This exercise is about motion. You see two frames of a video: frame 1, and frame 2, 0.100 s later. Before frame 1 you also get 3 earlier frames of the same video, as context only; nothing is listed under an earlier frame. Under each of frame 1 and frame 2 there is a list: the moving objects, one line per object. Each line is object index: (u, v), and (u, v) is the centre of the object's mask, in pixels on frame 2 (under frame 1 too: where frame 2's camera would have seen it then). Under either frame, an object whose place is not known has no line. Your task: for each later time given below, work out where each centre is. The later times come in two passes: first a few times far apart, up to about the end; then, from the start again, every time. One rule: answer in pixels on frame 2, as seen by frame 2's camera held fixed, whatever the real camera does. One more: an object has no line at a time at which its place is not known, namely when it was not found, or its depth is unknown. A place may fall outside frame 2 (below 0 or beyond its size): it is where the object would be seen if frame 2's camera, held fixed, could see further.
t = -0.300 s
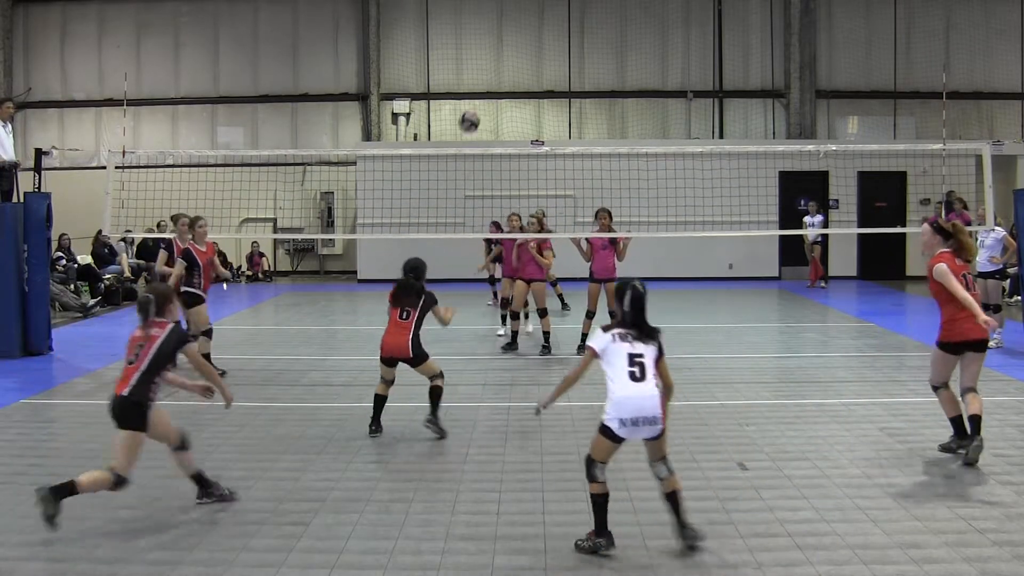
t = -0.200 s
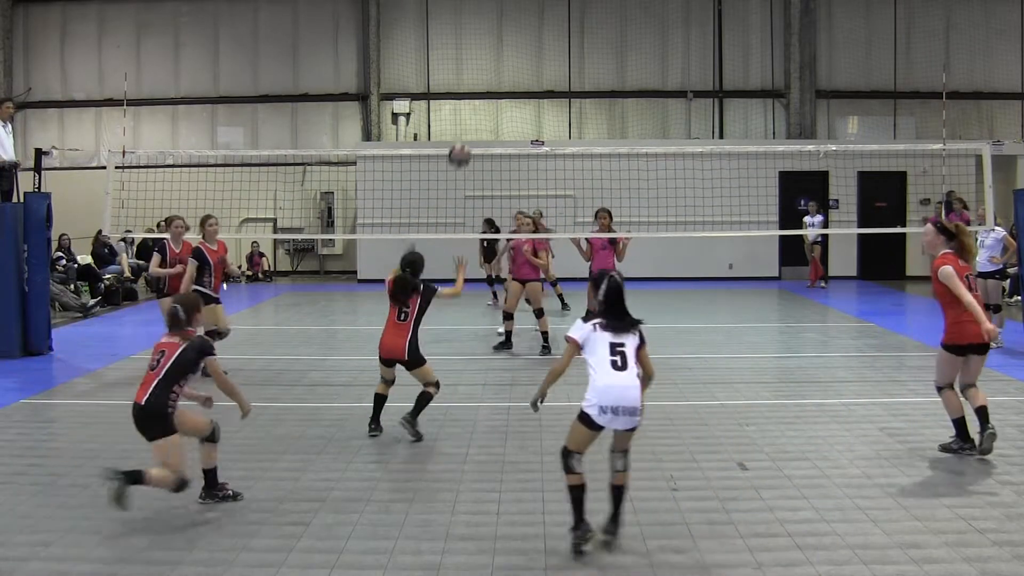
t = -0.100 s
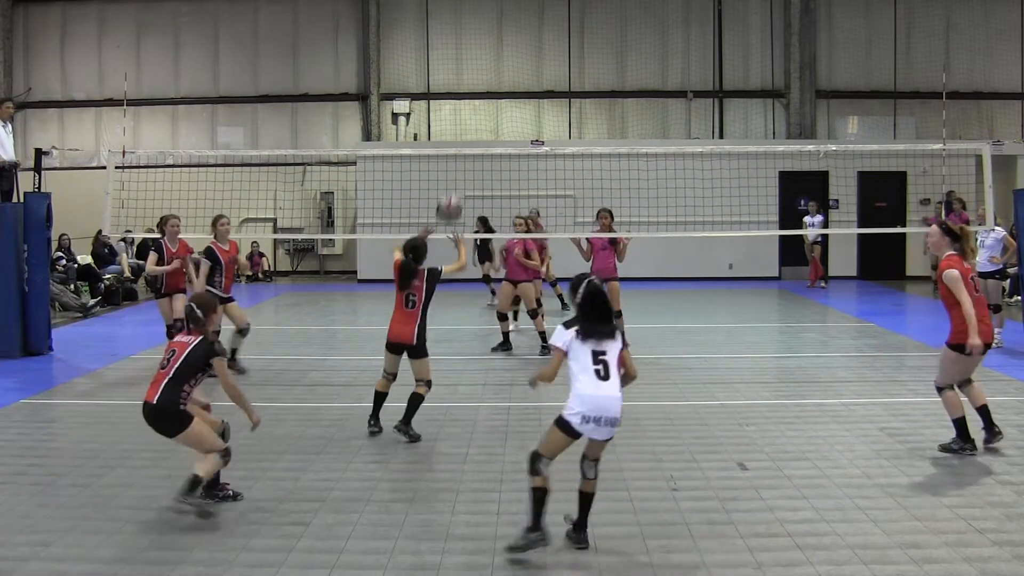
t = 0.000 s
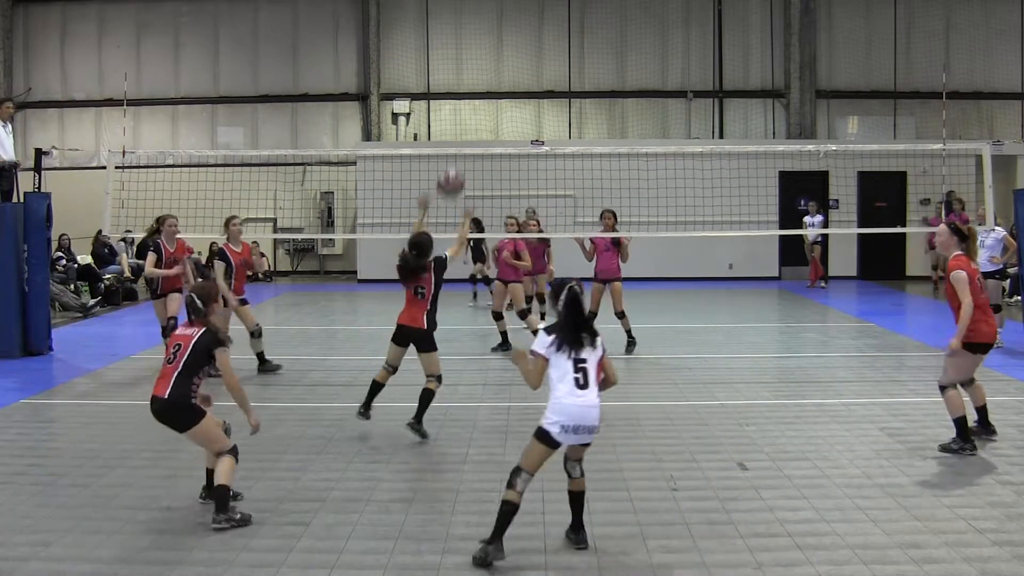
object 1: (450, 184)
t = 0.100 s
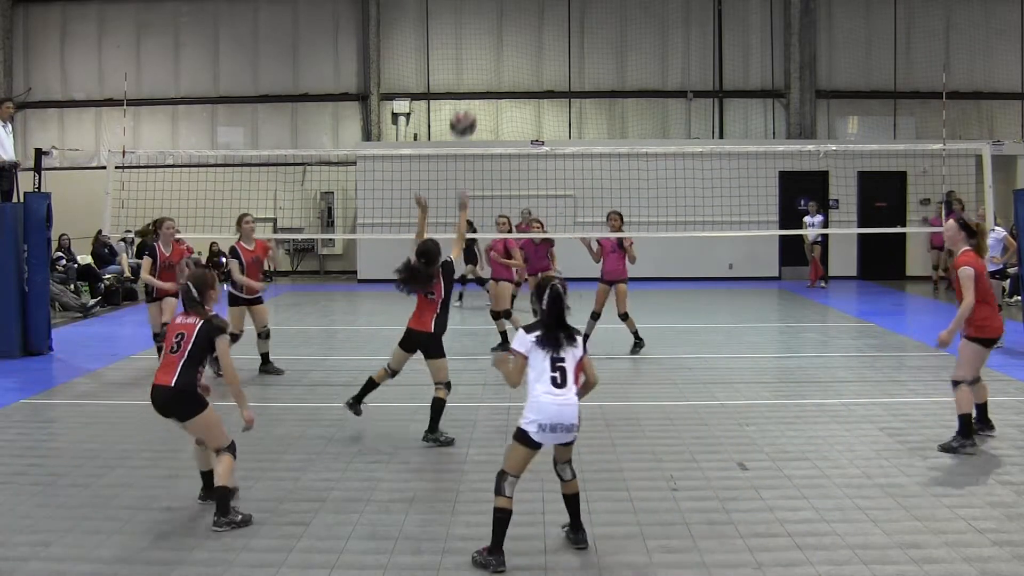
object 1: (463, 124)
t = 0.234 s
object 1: (479, 69)
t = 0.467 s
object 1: (507, 26)
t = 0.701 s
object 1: (532, 52)
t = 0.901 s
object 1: (555, 128)
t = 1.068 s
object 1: (572, 221)
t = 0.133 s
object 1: (467, 106)
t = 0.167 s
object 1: (472, 94)
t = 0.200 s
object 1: (475, 81)
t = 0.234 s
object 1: (479, 69)
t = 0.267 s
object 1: (483, 58)
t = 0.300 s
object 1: (487, 49)
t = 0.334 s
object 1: (491, 42)
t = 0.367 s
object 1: (494, 36)
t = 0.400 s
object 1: (498, 31)
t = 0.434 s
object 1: (503, 28)
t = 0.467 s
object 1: (507, 26)
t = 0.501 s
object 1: (511, 26)
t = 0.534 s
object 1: (514, 28)
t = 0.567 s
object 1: (517, 30)
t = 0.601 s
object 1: (522, 34)
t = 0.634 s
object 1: (525, 39)
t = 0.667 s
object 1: (528, 45)
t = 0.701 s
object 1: (532, 52)
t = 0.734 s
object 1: (536, 62)
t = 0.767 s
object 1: (540, 72)
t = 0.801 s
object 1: (543, 85)
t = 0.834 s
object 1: (547, 98)
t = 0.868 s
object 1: (551, 112)
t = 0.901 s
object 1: (555, 128)
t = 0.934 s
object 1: (558, 145)
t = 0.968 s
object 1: (560, 164)
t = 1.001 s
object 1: (563, 182)
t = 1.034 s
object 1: (568, 200)
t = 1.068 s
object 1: (572, 221)
